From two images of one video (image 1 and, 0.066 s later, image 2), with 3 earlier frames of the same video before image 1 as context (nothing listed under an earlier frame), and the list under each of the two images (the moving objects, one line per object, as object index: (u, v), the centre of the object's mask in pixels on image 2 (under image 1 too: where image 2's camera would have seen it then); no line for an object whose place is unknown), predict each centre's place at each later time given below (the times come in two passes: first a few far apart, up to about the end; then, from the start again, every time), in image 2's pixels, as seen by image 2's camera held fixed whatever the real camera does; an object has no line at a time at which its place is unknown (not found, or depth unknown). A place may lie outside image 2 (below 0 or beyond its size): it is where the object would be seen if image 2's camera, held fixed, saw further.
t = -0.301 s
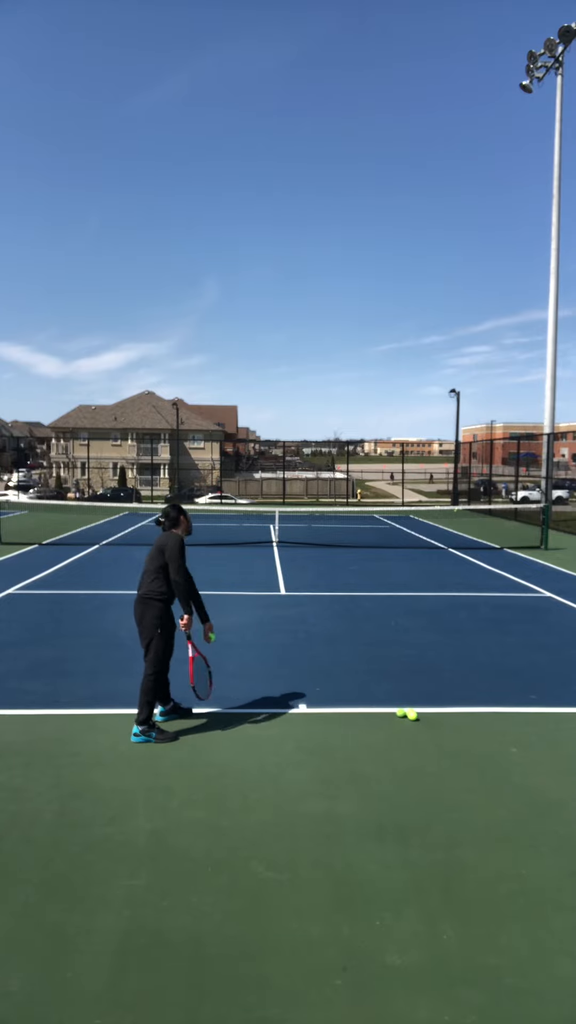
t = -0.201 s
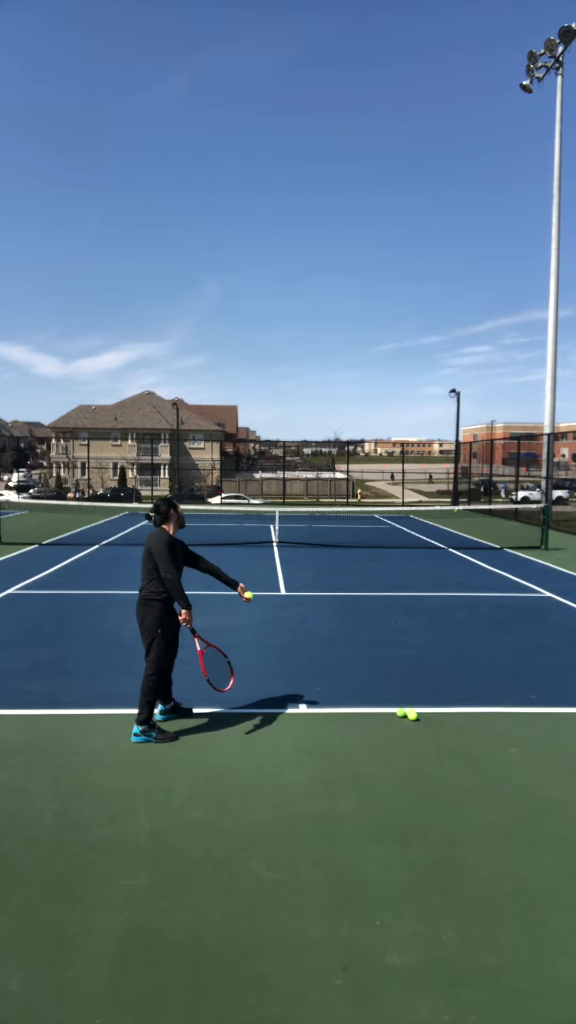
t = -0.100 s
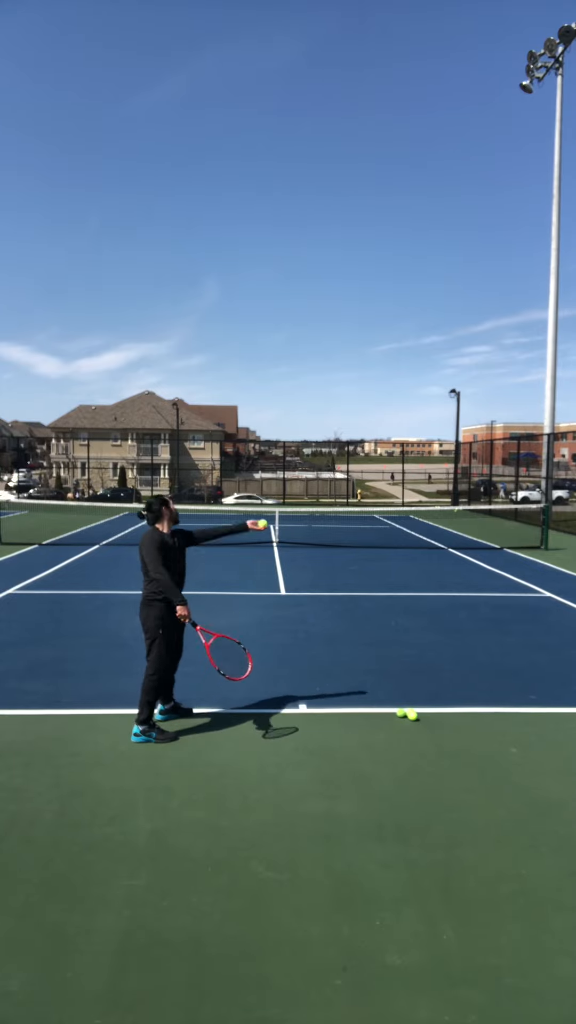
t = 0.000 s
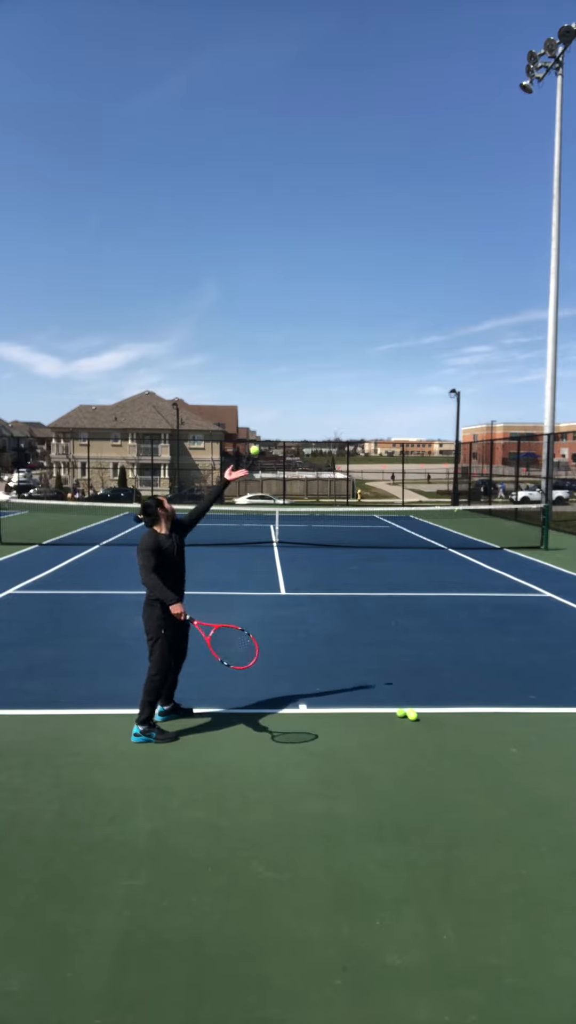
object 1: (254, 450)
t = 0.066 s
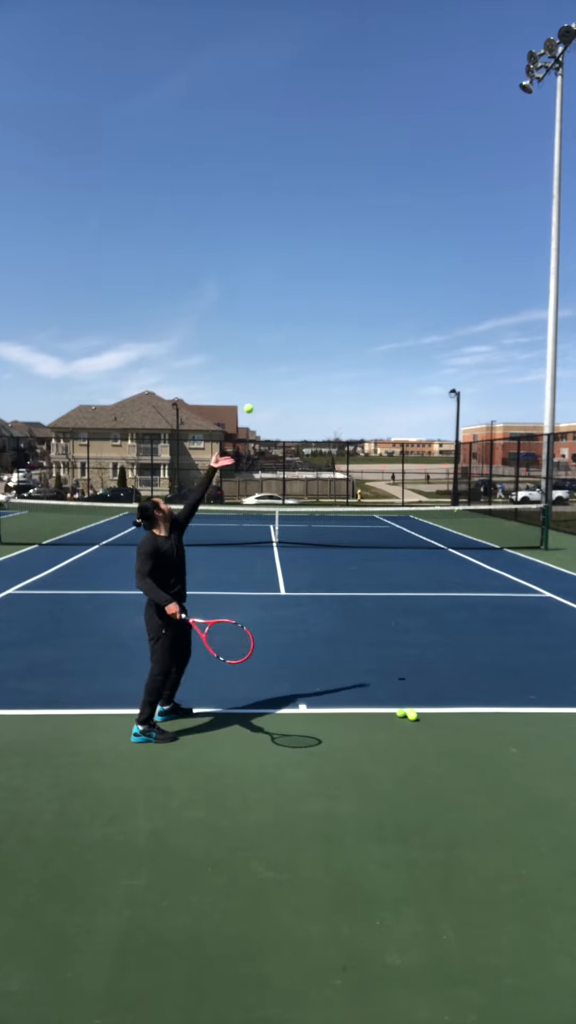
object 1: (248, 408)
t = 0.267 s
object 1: (231, 319)
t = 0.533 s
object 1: (210, 283)
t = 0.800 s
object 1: (190, 338)
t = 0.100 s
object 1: (245, 390)
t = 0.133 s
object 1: (242, 373)
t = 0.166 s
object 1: (240, 358)
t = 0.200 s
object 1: (237, 343)
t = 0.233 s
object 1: (234, 330)
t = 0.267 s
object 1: (231, 319)
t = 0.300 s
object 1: (228, 310)
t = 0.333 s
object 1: (225, 301)
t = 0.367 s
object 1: (223, 295)
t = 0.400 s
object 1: (220, 289)
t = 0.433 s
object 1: (217, 285)
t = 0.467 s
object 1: (215, 283)
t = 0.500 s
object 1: (212, 282)
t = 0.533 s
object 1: (210, 283)
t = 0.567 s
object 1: (207, 285)
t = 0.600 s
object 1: (204, 289)
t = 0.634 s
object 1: (202, 293)
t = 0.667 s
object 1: (199, 300)
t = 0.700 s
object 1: (197, 307)
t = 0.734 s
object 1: (194, 316)
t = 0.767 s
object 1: (192, 327)
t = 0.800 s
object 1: (190, 338)
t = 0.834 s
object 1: (187, 352)
